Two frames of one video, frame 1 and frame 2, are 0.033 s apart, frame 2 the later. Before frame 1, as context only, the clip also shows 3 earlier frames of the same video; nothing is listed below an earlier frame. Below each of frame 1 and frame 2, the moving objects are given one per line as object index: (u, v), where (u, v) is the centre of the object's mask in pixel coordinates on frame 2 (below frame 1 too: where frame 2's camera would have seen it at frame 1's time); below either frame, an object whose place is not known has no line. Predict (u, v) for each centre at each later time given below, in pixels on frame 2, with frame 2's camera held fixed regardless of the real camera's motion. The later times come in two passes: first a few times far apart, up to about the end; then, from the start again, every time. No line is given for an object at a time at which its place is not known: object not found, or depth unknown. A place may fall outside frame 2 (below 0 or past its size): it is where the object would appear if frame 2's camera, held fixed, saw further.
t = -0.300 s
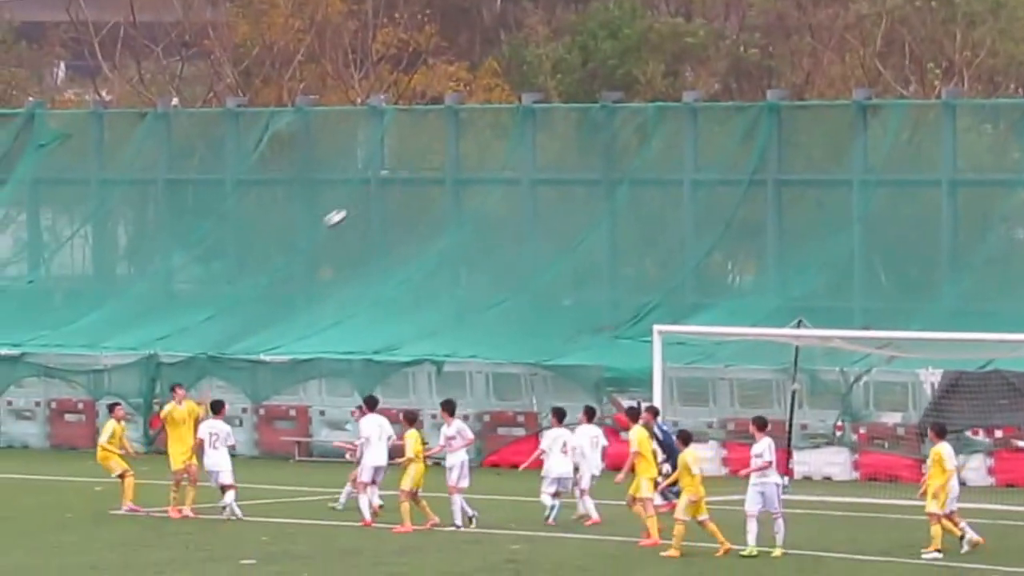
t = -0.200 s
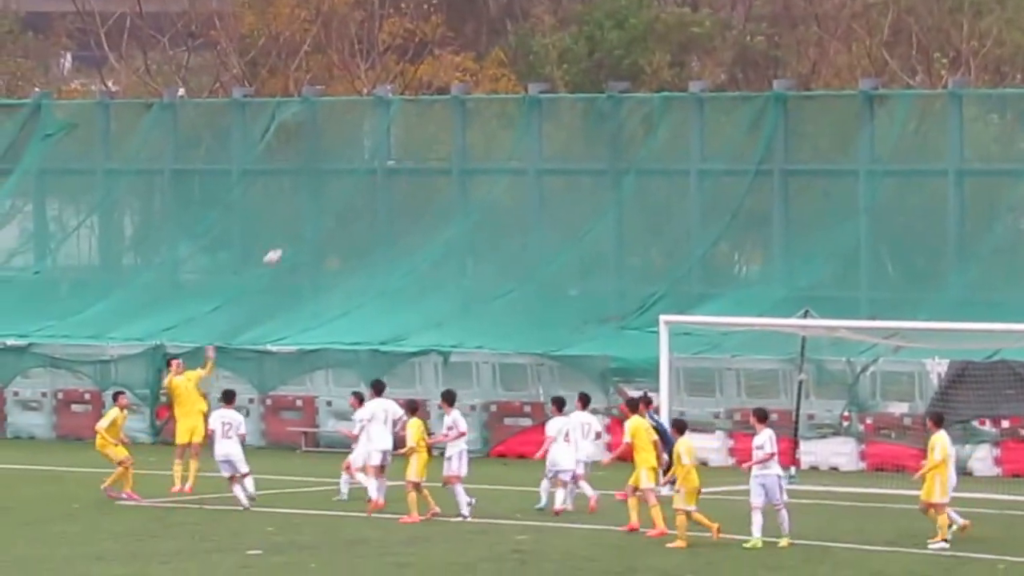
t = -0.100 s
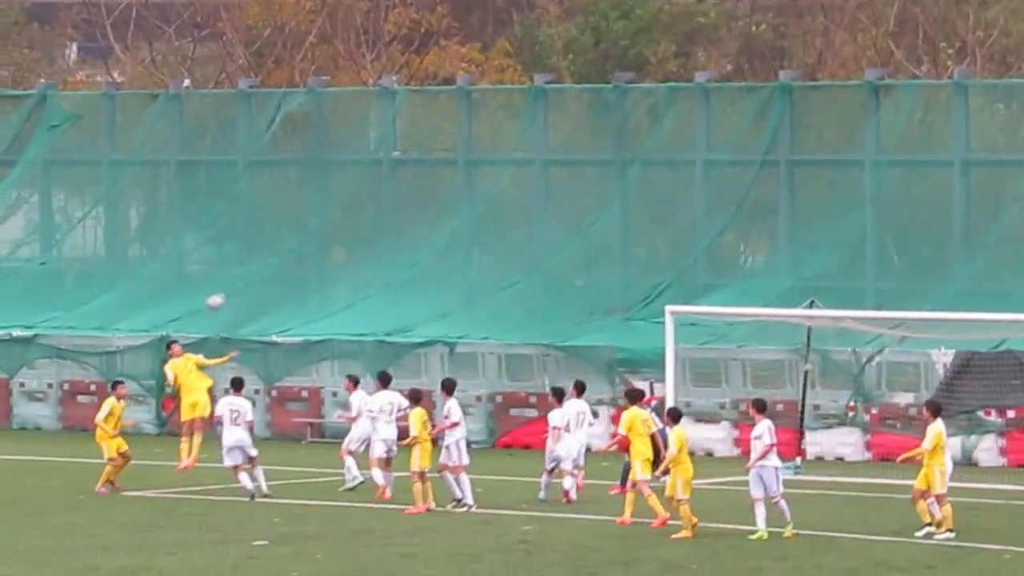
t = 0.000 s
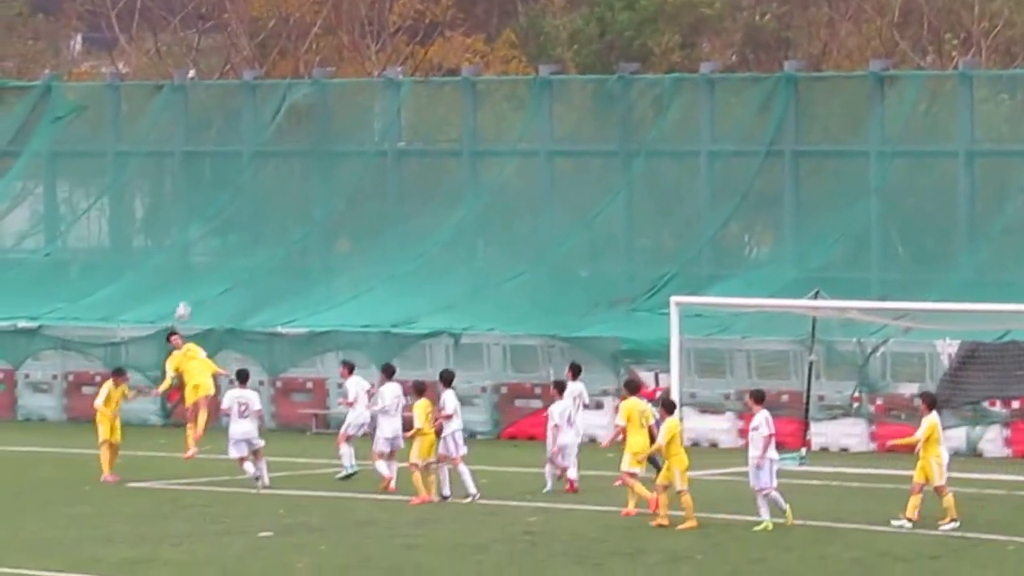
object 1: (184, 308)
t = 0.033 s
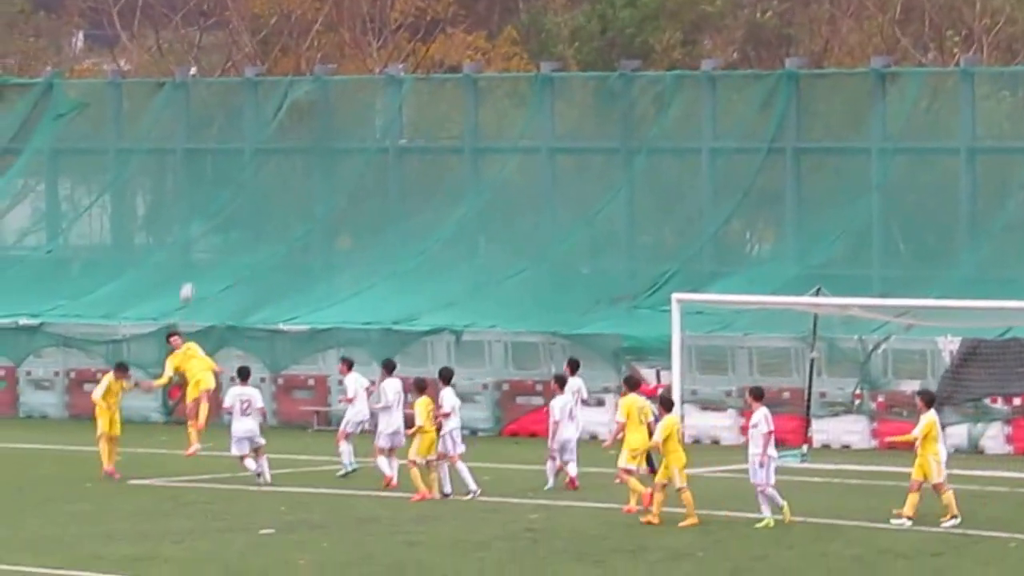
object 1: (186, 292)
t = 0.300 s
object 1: (205, 186)
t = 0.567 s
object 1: (222, 128)
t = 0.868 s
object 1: (239, 120)
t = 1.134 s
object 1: (251, 163)
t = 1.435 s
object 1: (264, 272)
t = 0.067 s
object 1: (188, 276)
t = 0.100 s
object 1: (191, 261)
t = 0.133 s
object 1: (193, 247)
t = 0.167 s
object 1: (195, 234)
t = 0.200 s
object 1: (199, 220)
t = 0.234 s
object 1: (201, 208)
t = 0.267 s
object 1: (202, 196)
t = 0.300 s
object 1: (205, 186)
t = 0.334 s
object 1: (208, 176)
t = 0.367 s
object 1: (208, 166)
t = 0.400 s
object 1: (212, 159)
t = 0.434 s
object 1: (214, 152)
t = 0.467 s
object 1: (215, 144)
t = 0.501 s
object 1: (219, 138)
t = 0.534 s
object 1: (221, 132)
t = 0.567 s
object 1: (222, 128)
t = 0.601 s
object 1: (225, 125)
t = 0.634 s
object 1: (226, 121)
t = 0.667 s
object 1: (228, 118)
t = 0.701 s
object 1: (231, 117)
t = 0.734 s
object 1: (232, 116)
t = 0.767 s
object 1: (233, 116)
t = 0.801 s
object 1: (236, 116)
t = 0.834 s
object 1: (238, 118)
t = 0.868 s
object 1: (239, 120)
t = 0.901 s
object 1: (241, 123)
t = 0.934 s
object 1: (242, 126)
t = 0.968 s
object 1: (244, 131)
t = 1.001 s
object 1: (246, 136)
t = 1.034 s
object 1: (247, 141)
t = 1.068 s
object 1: (249, 148)
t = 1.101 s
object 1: (251, 156)
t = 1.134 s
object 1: (251, 163)
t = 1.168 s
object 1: (254, 173)
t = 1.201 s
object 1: (256, 182)
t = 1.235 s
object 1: (256, 192)
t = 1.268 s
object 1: (258, 204)
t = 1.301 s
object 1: (260, 216)
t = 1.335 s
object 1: (260, 228)
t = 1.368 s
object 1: (262, 242)
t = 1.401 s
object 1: (263, 257)
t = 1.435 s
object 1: (264, 272)
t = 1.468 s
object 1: (266, 288)
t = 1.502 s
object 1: (267, 304)
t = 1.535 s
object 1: (269, 320)
